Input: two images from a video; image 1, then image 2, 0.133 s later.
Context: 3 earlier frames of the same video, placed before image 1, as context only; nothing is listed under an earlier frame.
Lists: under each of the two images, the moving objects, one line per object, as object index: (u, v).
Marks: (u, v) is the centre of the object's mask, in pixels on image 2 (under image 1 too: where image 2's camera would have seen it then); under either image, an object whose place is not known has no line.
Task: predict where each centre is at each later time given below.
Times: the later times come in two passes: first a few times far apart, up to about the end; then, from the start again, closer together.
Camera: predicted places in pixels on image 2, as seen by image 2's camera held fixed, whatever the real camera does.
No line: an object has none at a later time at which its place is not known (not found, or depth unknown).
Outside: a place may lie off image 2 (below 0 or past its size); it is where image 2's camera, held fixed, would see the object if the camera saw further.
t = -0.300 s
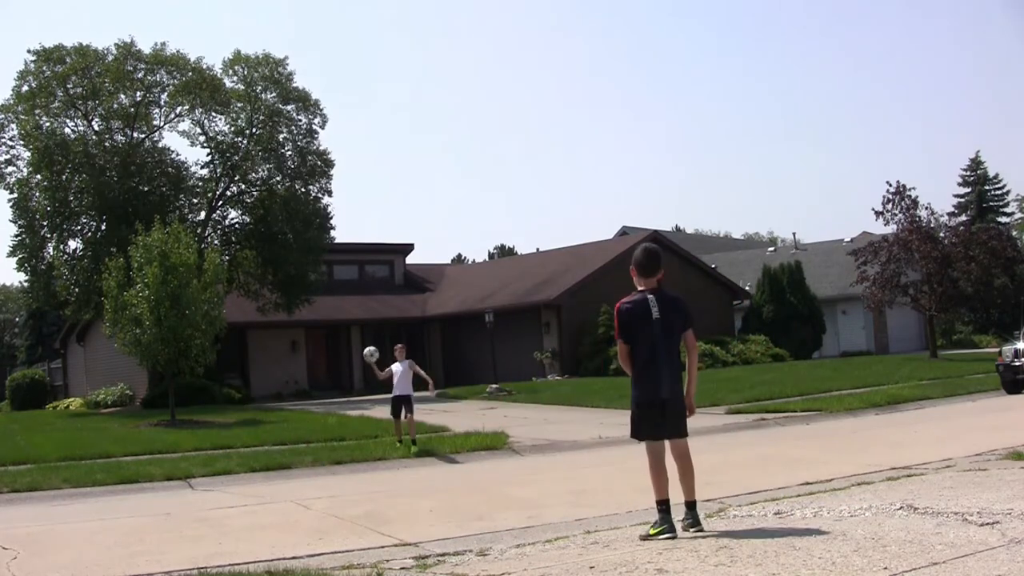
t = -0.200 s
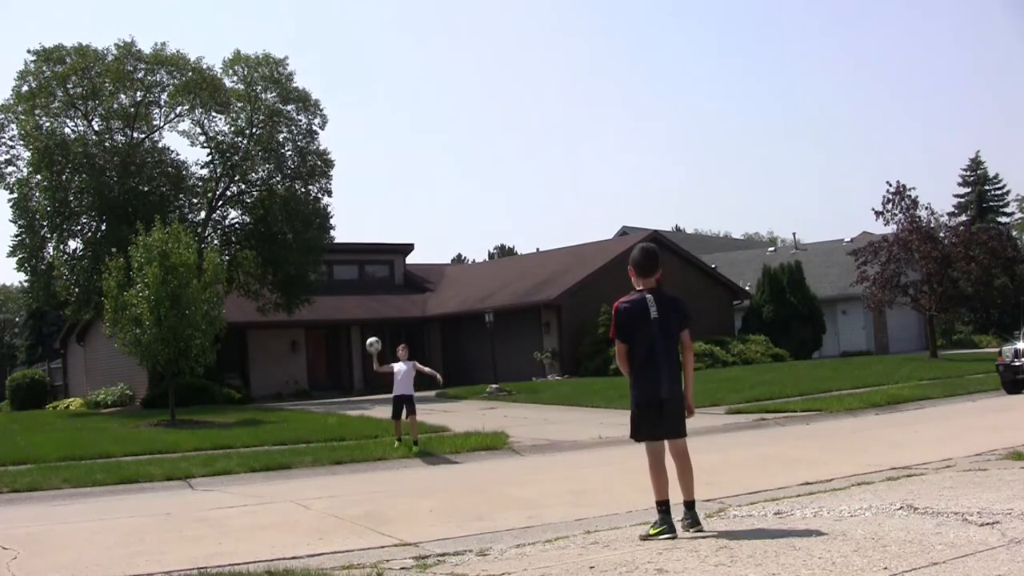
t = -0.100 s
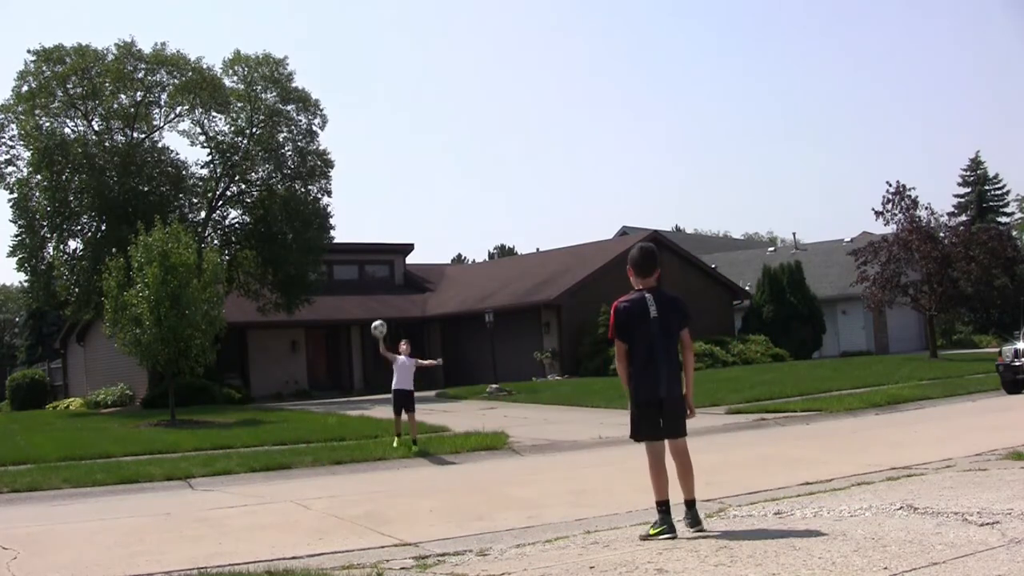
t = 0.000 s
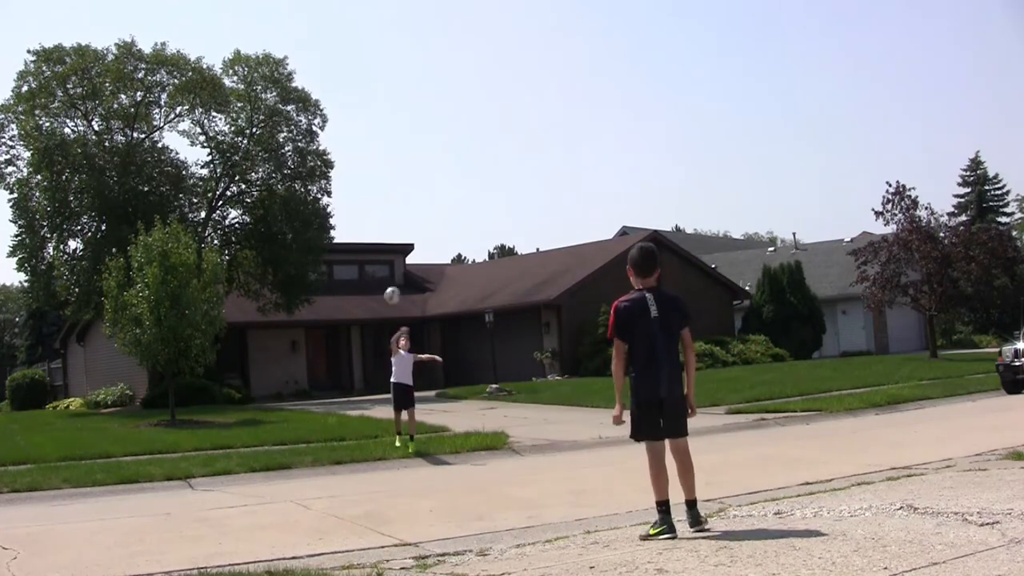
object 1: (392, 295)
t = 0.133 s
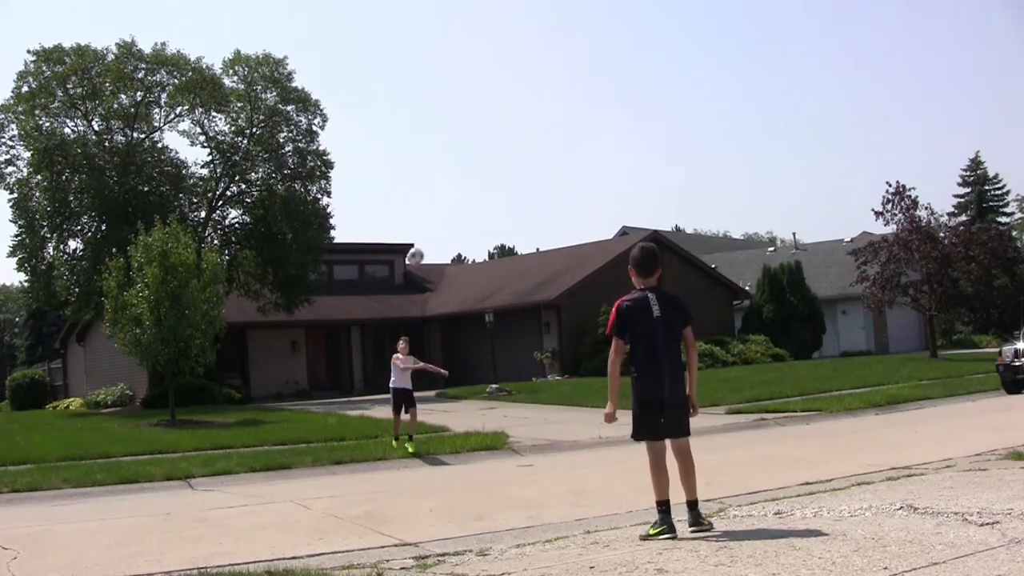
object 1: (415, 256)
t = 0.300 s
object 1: (449, 223)
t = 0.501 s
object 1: (497, 209)
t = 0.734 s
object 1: (565, 239)
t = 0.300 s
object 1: (449, 223)
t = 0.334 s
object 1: (456, 218)
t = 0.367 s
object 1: (463, 215)
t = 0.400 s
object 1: (471, 212)
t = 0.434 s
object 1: (480, 210)
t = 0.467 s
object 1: (488, 209)
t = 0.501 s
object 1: (497, 209)
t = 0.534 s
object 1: (505, 210)
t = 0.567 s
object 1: (514, 212)
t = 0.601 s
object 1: (524, 215)
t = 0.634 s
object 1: (533, 218)
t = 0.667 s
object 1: (544, 224)
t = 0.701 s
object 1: (554, 231)
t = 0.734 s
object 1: (565, 239)
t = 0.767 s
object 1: (577, 249)
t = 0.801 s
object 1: (587, 258)
